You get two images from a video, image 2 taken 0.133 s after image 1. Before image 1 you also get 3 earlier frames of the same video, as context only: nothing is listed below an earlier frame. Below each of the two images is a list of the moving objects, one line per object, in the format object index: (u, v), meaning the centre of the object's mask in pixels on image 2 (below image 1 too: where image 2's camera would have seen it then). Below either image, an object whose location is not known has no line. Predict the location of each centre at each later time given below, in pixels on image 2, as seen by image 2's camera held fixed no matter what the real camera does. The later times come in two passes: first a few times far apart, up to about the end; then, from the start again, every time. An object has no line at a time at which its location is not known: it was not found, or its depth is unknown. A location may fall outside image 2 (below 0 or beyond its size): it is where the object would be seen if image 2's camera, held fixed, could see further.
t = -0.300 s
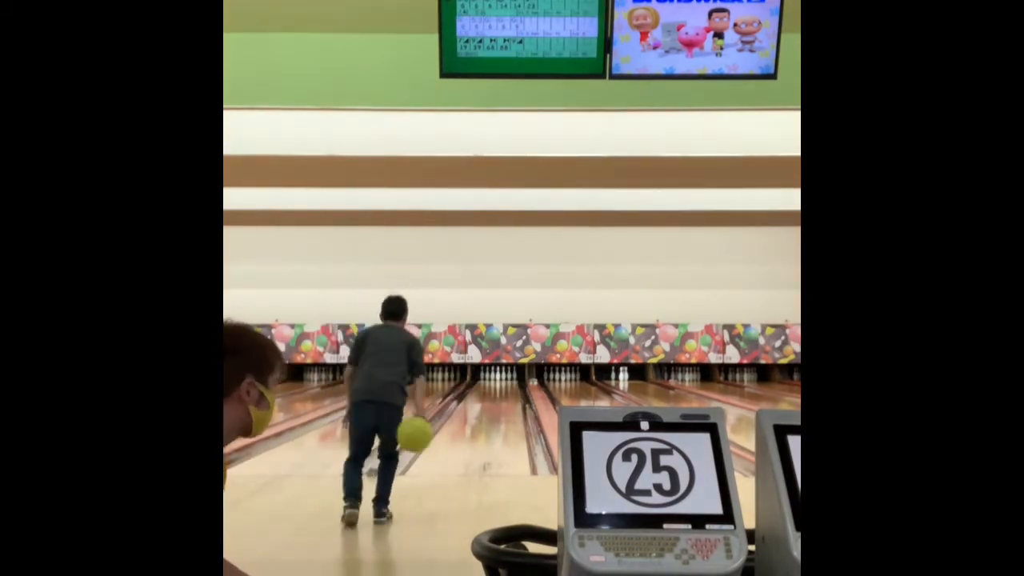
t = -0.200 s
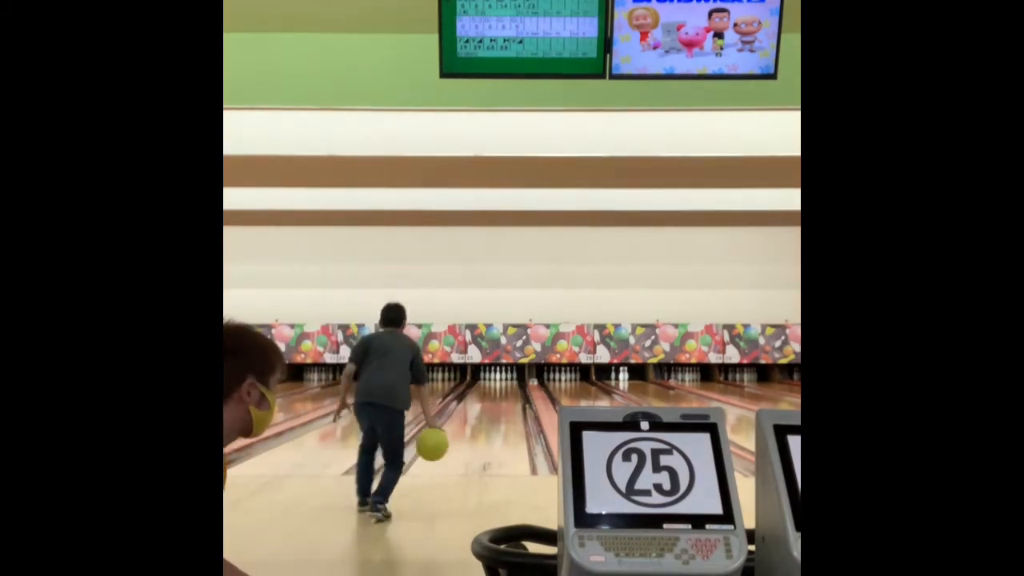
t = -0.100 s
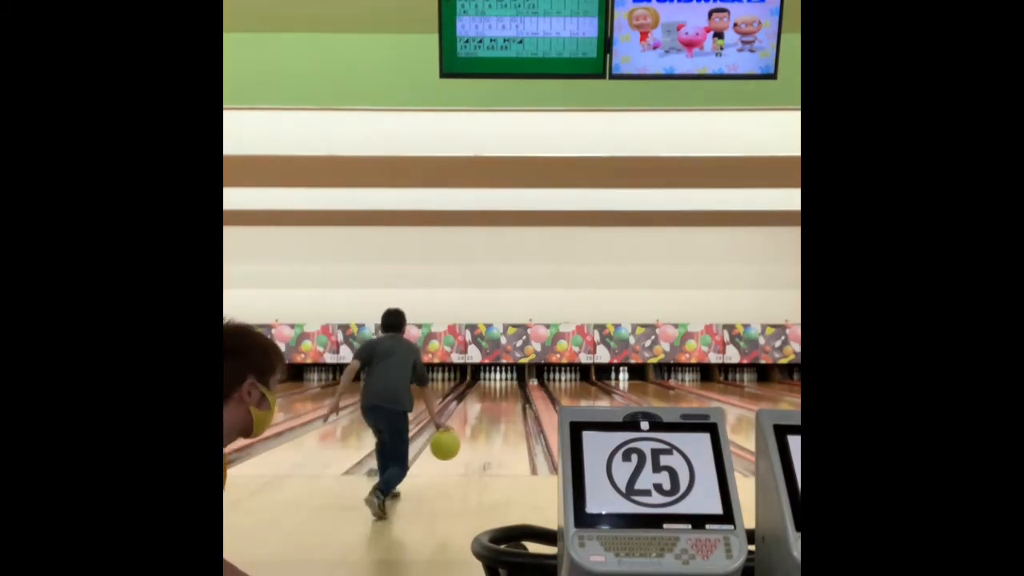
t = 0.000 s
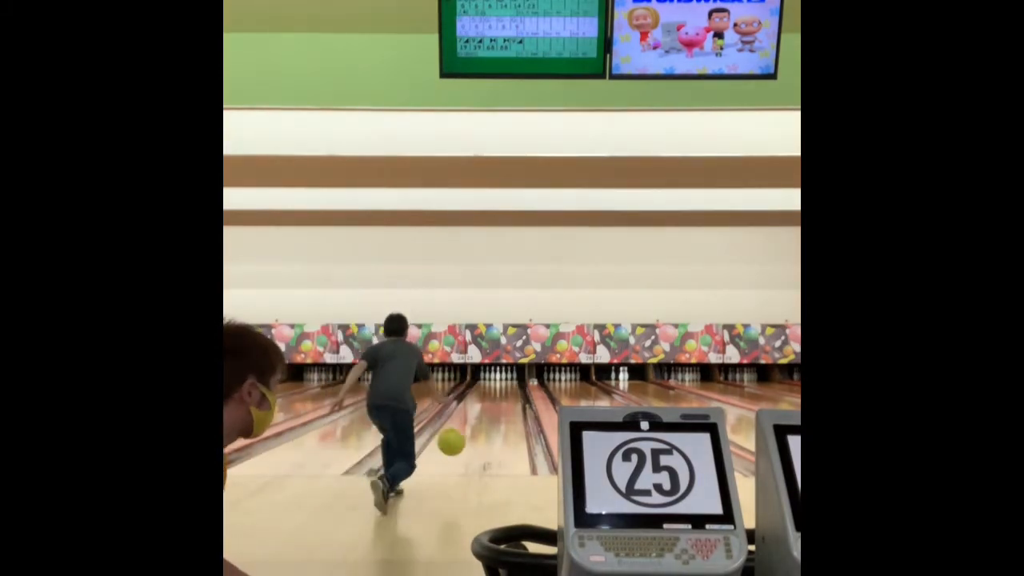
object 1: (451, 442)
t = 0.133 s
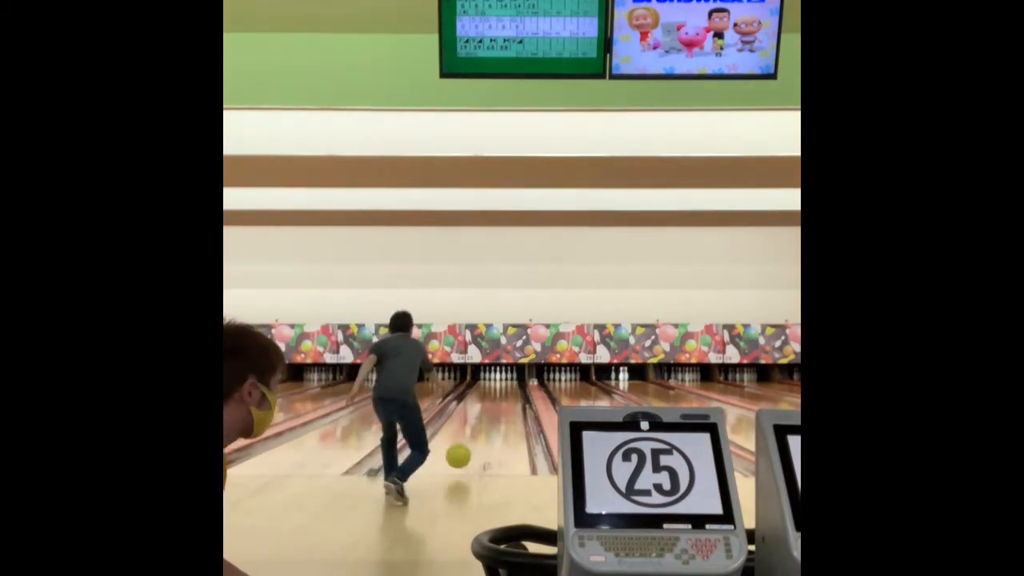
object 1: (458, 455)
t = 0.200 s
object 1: (461, 455)
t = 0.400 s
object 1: (468, 445)
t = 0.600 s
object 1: (474, 433)
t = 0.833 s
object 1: (479, 424)
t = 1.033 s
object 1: (482, 417)
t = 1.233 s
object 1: (485, 412)
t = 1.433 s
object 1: (488, 407)
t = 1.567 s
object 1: (489, 403)
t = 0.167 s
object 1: (460, 460)
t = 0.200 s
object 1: (461, 455)
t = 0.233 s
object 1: (463, 452)
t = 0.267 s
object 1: (463, 450)
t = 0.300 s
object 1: (465, 449)
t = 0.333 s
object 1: (466, 448)
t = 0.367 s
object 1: (467, 446)
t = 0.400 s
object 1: (468, 445)
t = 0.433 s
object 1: (469, 443)
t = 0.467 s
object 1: (470, 441)
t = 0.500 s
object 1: (471, 439)
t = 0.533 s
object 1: (472, 437)
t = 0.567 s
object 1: (473, 435)
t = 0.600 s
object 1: (474, 433)
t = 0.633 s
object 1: (475, 432)
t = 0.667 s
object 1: (475, 431)
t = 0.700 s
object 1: (476, 429)
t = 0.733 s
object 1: (477, 428)
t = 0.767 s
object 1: (478, 427)
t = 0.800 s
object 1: (479, 426)
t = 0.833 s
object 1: (479, 424)
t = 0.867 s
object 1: (480, 423)
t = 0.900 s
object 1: (480, 422)
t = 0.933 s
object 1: (480, 420)
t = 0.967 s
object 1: (481, 419)
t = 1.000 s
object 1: (482, 418)
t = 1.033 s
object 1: (482, 417)
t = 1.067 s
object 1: (483, 416)
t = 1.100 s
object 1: (483, 416)
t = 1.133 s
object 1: (484, 415)
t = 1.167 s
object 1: (484, 414)
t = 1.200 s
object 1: (485, 413)
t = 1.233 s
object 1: (485, 412)
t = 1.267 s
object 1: (485, 412)
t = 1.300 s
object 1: (486, 411)
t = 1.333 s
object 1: (486, 410)
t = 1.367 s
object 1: (487, 409)
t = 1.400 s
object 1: (487, 408)
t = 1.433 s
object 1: (488, 407)
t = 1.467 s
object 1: (488, 405)
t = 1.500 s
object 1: (489, 405)
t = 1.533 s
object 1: (489, 404)
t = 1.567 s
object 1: (489, 403)
